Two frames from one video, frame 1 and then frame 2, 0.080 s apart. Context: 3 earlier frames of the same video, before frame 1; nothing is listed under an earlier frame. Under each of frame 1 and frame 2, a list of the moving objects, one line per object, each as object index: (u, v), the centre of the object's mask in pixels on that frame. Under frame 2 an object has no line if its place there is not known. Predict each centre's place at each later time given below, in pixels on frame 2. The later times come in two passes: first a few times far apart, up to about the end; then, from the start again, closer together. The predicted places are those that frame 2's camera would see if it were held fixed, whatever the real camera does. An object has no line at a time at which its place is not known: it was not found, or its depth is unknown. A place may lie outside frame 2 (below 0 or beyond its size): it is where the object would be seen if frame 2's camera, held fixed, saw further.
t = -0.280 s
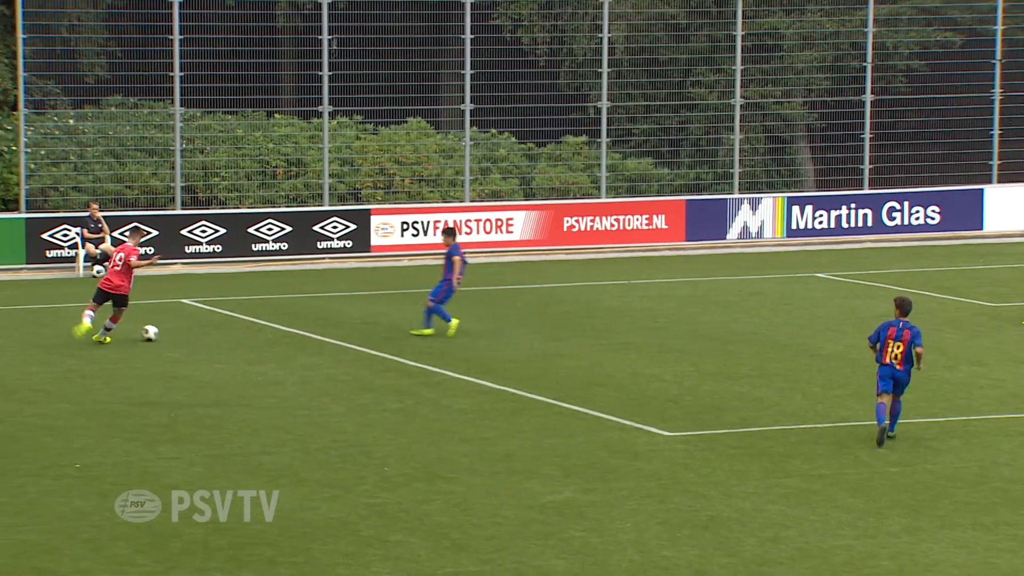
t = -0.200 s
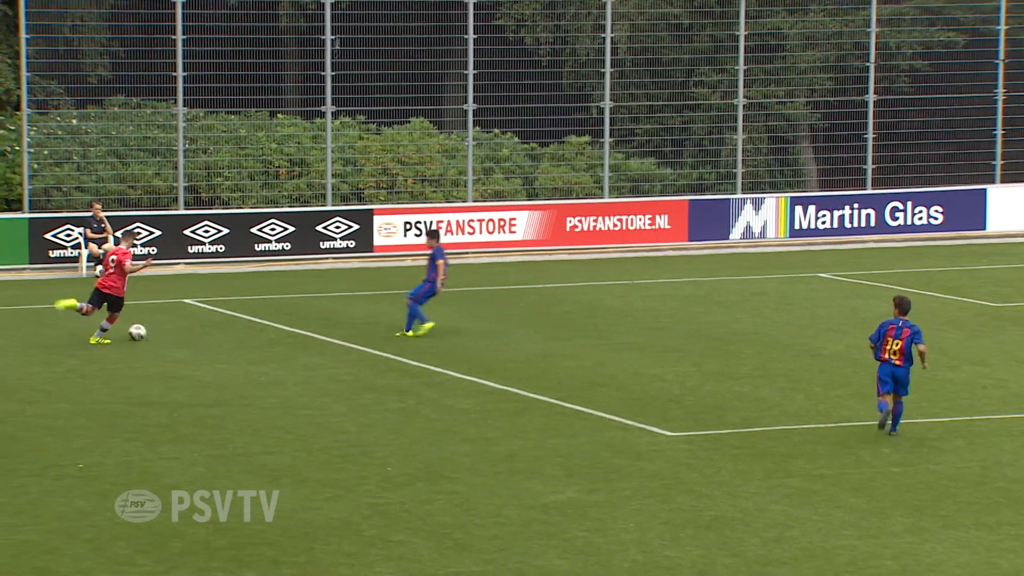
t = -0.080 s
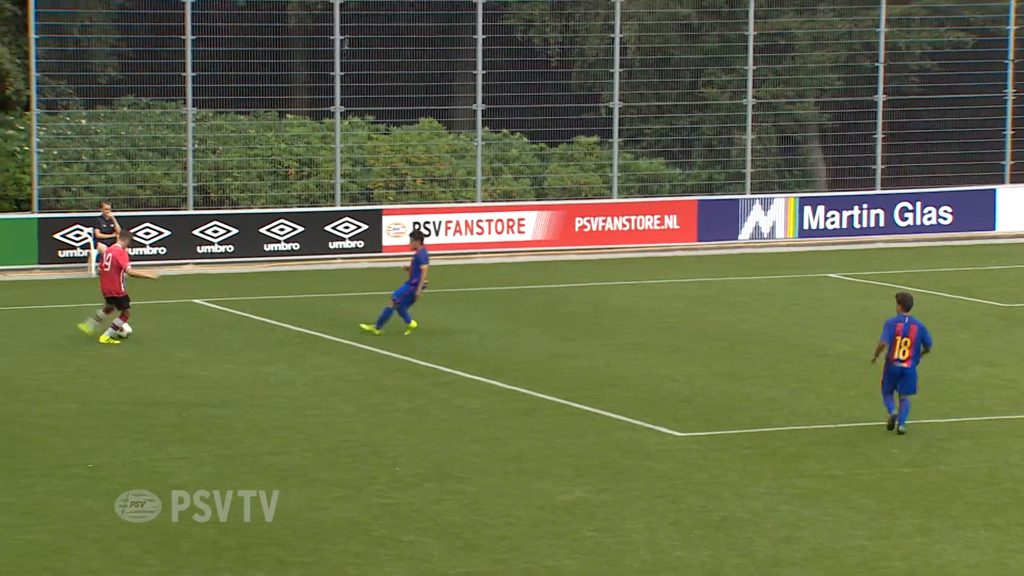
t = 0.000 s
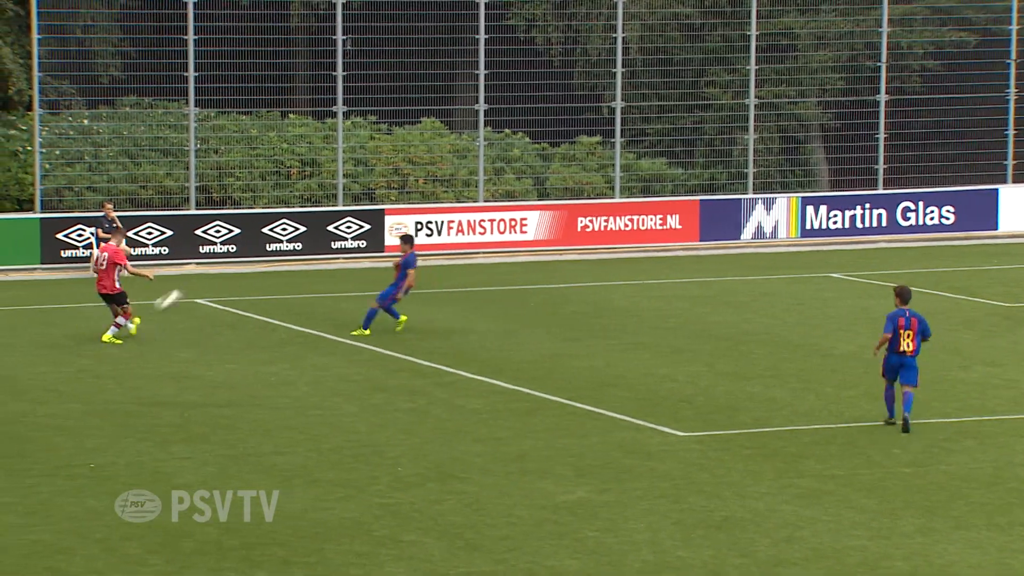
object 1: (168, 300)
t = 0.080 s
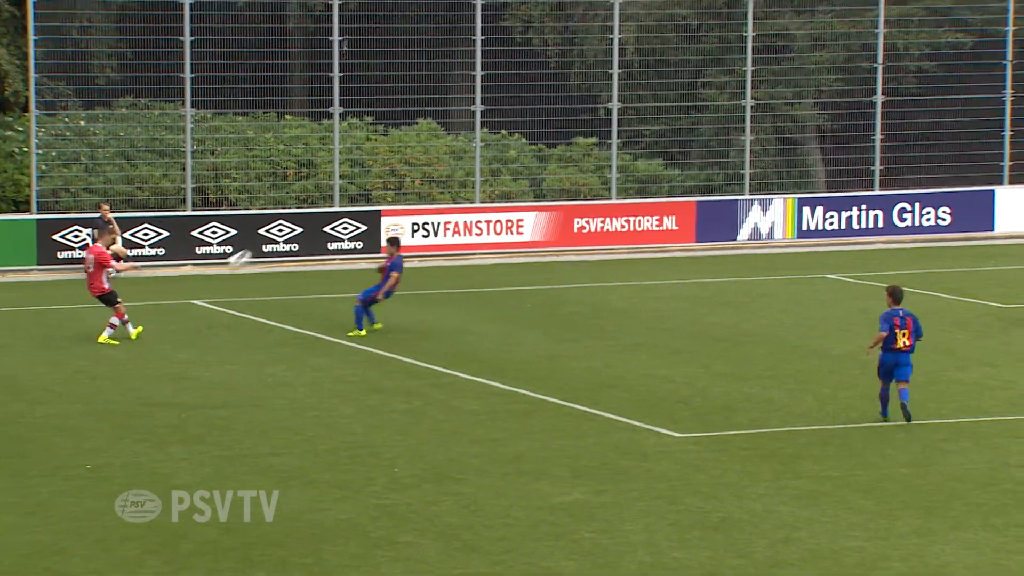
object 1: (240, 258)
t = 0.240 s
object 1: (380, 189)
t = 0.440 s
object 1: (542, 127)
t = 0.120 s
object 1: (273, 241)
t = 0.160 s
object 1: (312, 222)
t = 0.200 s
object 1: (345, 205)
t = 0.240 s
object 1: (380, 189)
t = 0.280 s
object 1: (413, 175)
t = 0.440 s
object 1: (542, 127)
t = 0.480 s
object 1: (575, 117)
